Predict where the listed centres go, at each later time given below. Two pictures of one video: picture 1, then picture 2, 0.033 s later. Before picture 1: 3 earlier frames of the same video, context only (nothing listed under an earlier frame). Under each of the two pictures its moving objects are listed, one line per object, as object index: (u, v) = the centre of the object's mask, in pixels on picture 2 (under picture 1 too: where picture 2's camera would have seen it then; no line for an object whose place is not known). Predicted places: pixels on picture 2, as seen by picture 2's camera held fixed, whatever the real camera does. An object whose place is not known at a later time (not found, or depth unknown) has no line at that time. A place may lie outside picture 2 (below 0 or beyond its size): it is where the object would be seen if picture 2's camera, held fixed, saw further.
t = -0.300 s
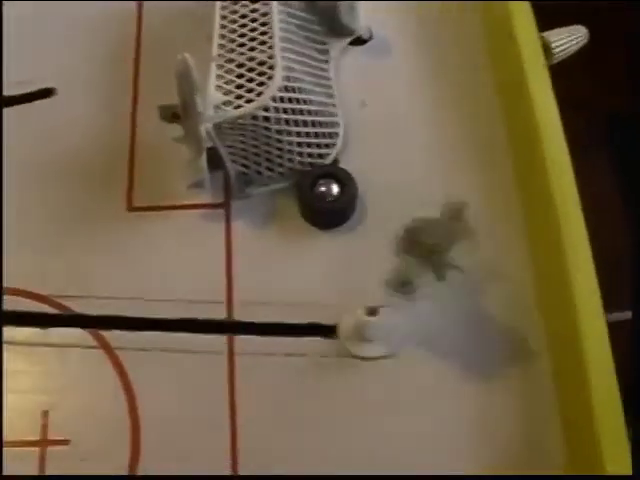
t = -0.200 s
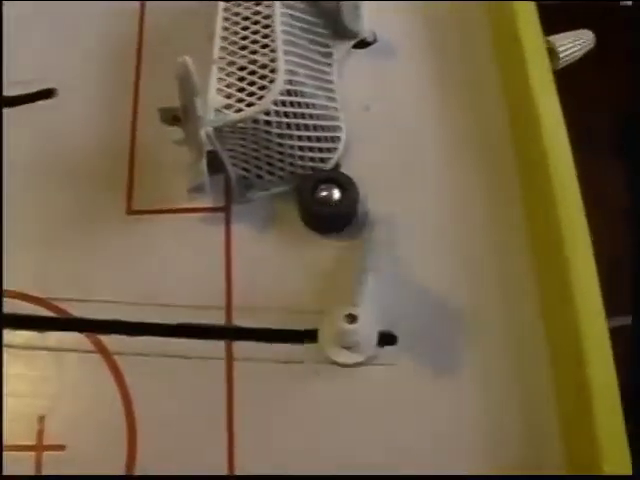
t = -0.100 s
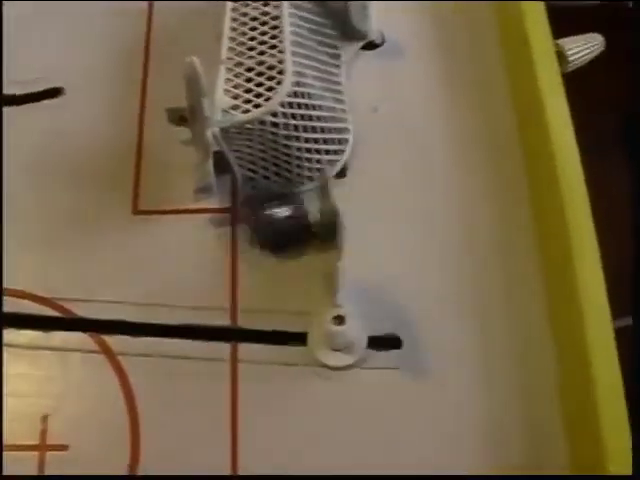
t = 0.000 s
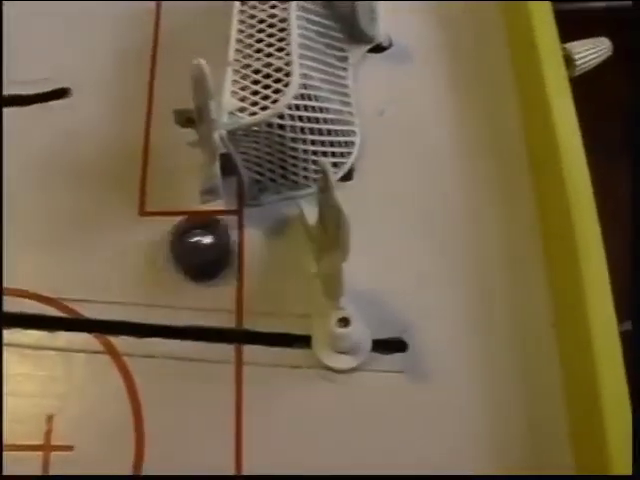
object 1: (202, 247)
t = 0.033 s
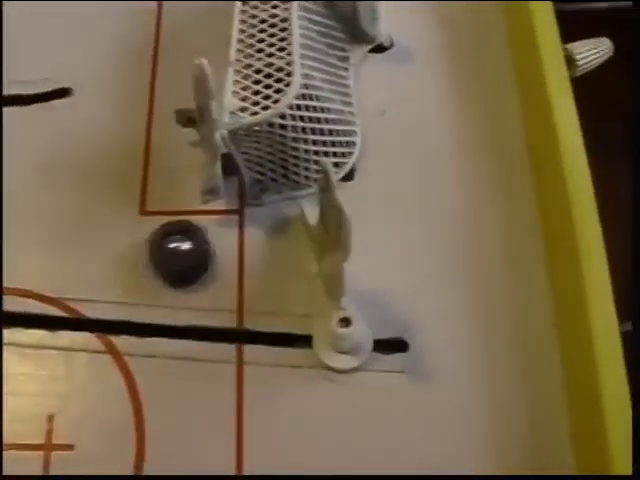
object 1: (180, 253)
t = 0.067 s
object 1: (159, 259)
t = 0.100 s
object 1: (141, 262)
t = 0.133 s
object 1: (125, 266)
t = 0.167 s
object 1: (110, 268)
